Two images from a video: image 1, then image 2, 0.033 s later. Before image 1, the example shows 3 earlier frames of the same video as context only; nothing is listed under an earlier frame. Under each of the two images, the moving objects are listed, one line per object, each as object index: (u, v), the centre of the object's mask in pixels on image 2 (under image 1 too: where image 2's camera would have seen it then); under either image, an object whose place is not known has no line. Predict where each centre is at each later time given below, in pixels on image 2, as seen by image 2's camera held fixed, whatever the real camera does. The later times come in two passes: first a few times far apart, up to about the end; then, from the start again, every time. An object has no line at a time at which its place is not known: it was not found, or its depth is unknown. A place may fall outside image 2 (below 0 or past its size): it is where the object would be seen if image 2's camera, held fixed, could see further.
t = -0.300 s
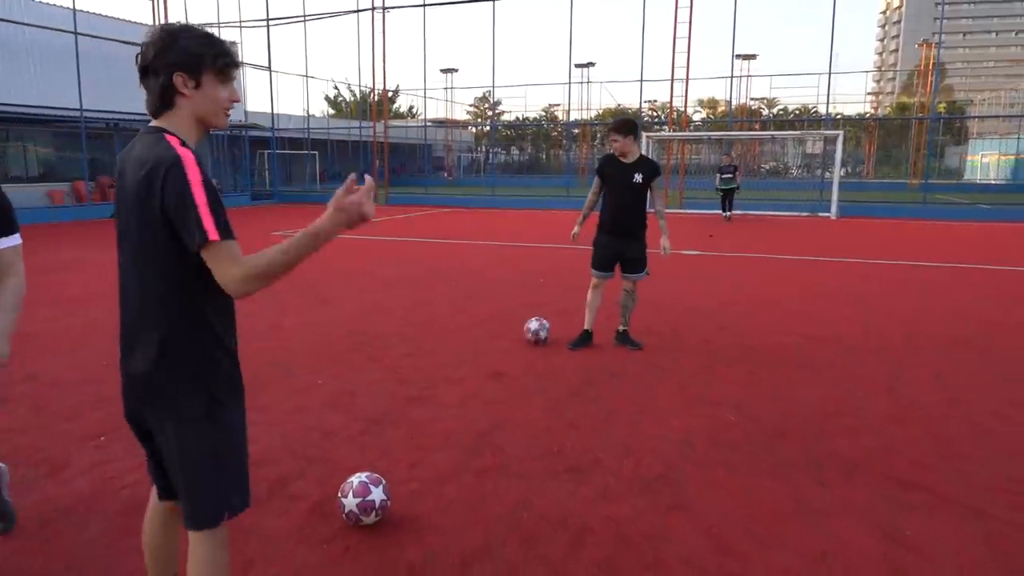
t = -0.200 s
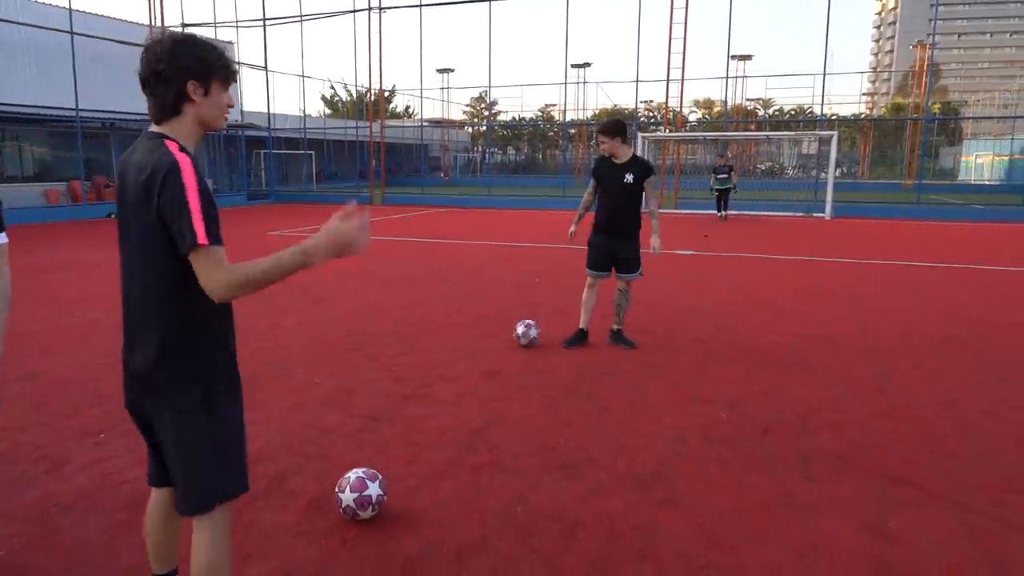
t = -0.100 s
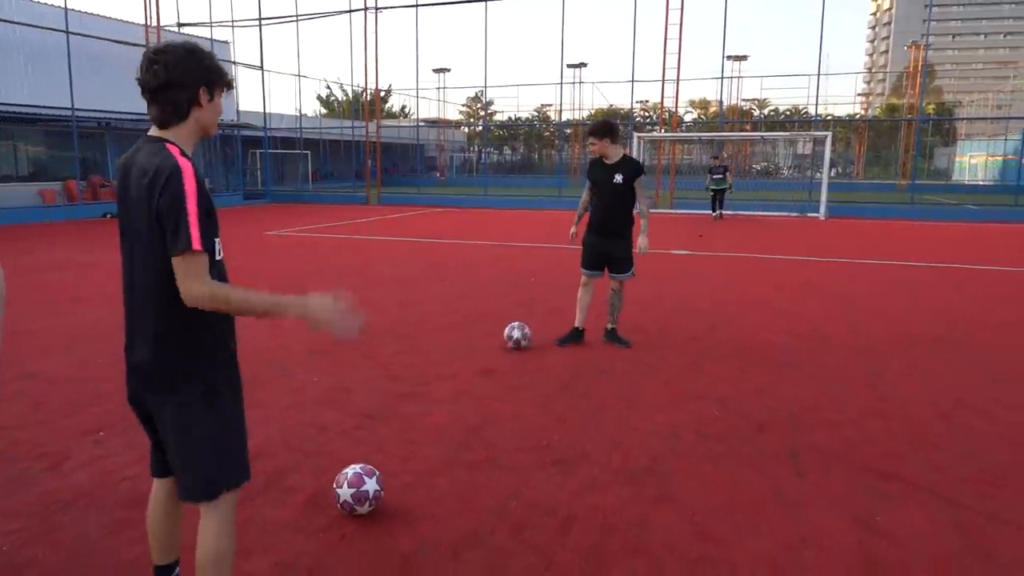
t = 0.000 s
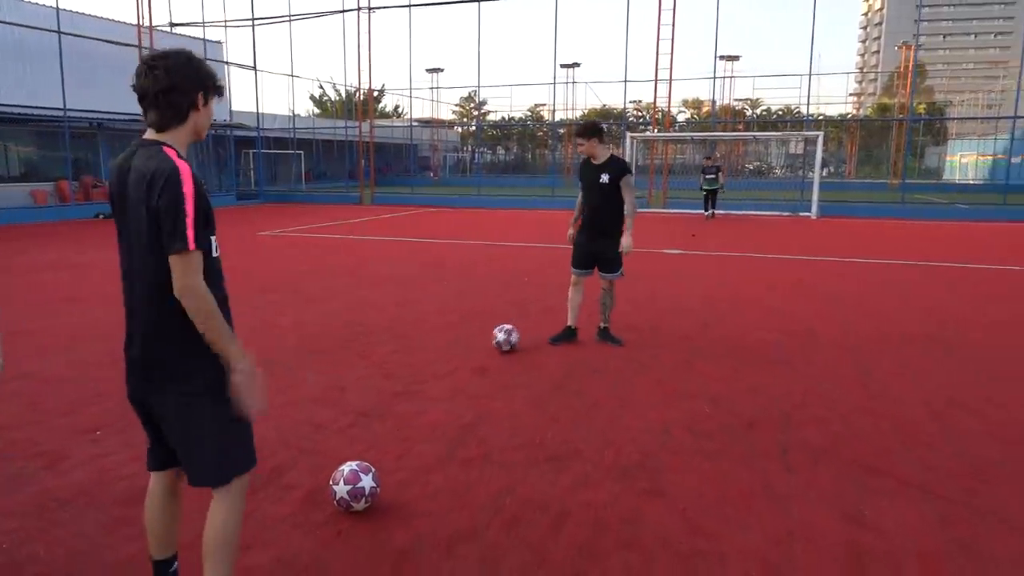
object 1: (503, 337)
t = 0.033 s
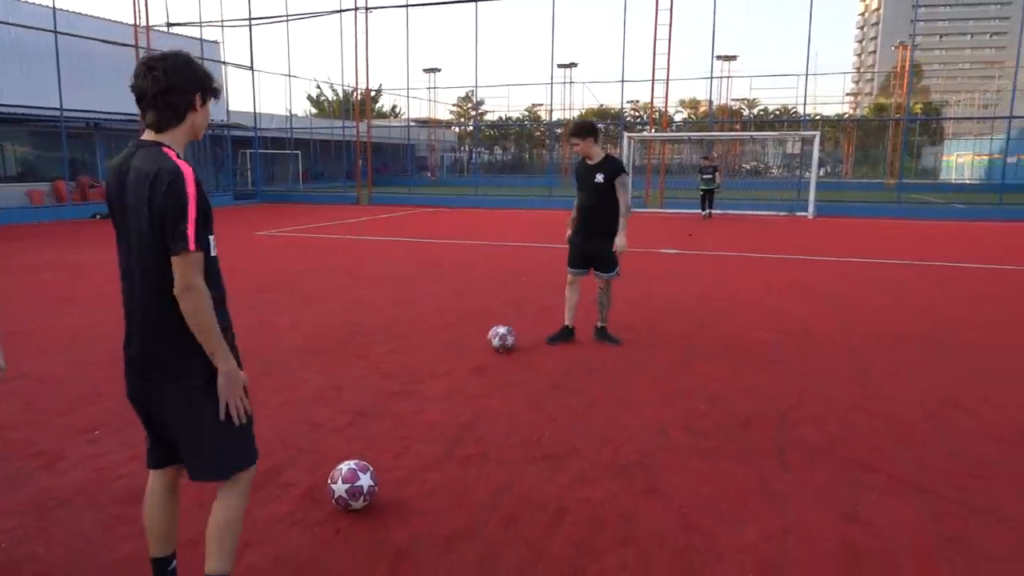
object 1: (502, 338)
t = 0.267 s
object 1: (489, 347)
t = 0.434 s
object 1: (482, 353)
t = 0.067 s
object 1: (500, 340)
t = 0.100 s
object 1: (498, 341)
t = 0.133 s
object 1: (496, 342)
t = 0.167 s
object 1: (495, 343)
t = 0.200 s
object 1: (493, 344)
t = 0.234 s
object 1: (491, 344)
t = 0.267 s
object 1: (489, 347)
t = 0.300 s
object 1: (488, 348)
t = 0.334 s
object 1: (486, 350)
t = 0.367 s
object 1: (485, 350)
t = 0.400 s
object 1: (484, 352)
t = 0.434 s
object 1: (482, 353)
